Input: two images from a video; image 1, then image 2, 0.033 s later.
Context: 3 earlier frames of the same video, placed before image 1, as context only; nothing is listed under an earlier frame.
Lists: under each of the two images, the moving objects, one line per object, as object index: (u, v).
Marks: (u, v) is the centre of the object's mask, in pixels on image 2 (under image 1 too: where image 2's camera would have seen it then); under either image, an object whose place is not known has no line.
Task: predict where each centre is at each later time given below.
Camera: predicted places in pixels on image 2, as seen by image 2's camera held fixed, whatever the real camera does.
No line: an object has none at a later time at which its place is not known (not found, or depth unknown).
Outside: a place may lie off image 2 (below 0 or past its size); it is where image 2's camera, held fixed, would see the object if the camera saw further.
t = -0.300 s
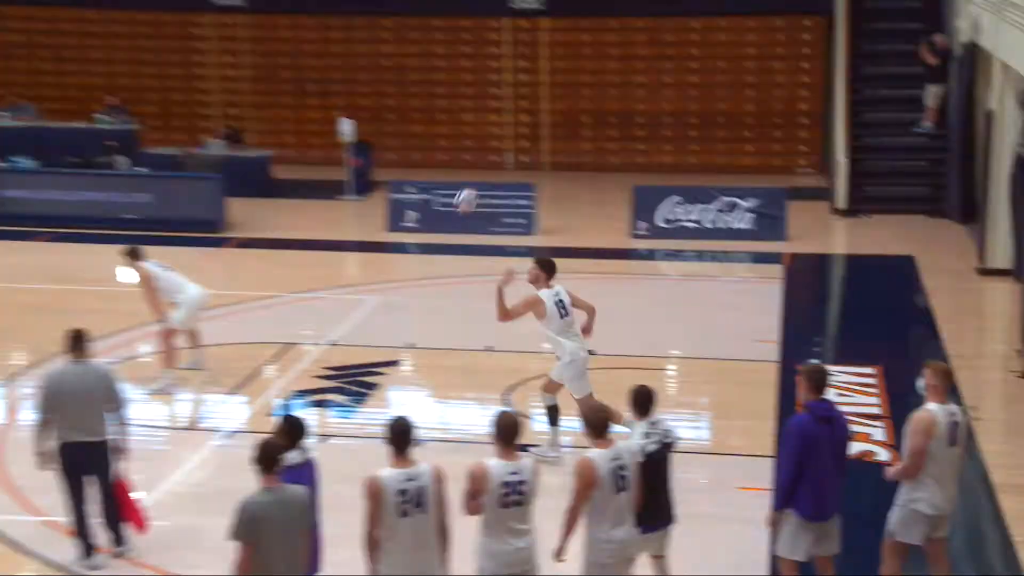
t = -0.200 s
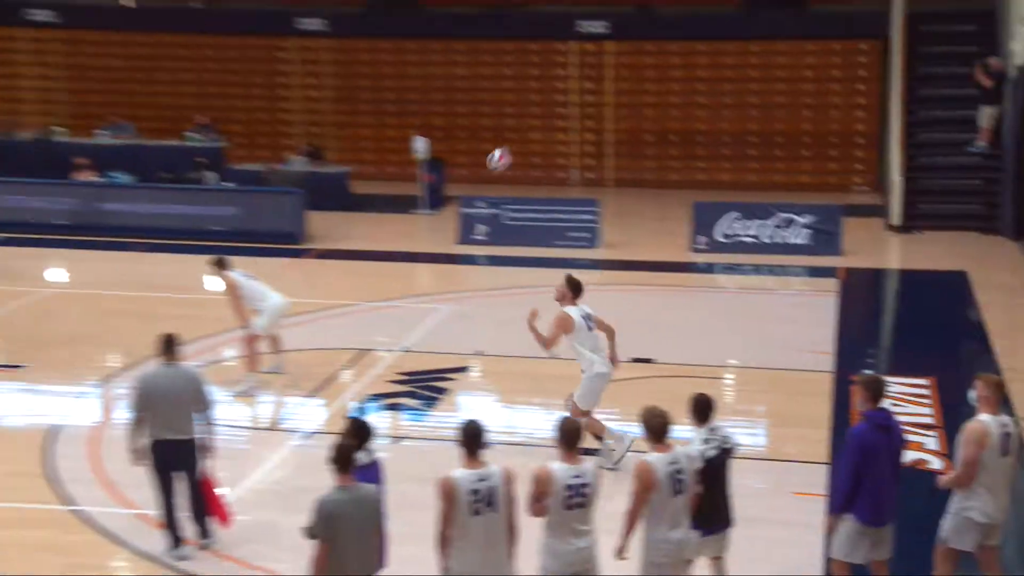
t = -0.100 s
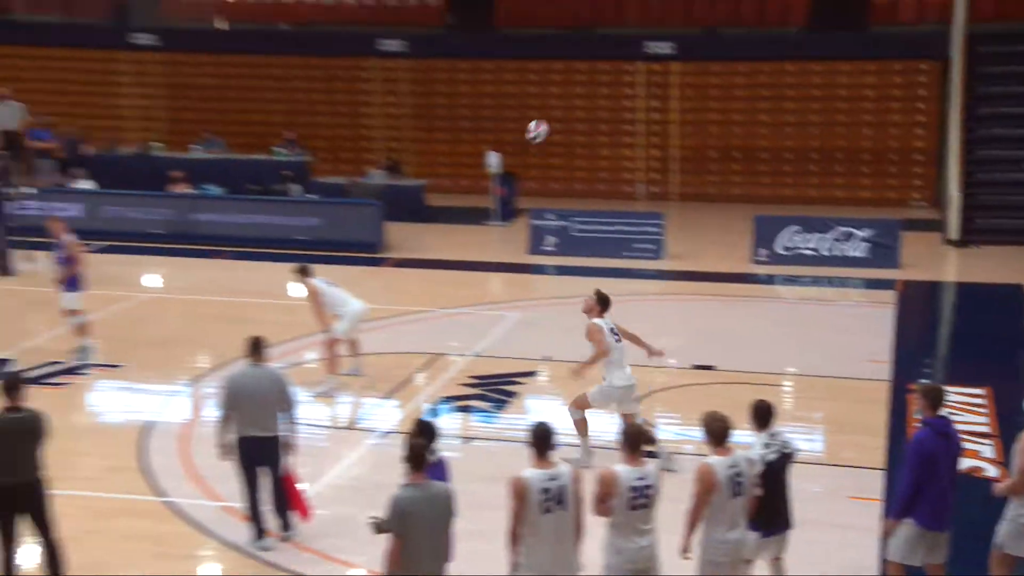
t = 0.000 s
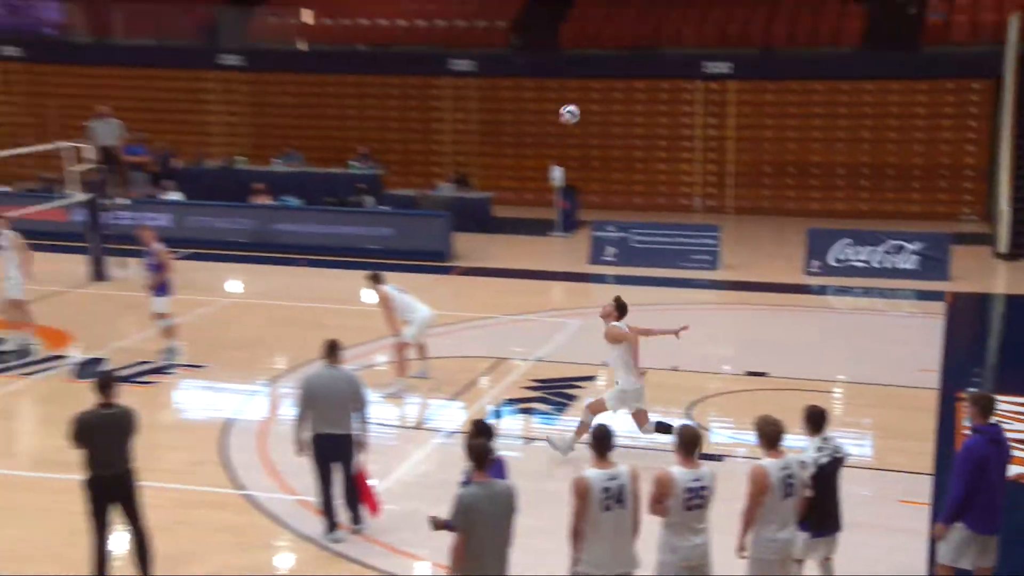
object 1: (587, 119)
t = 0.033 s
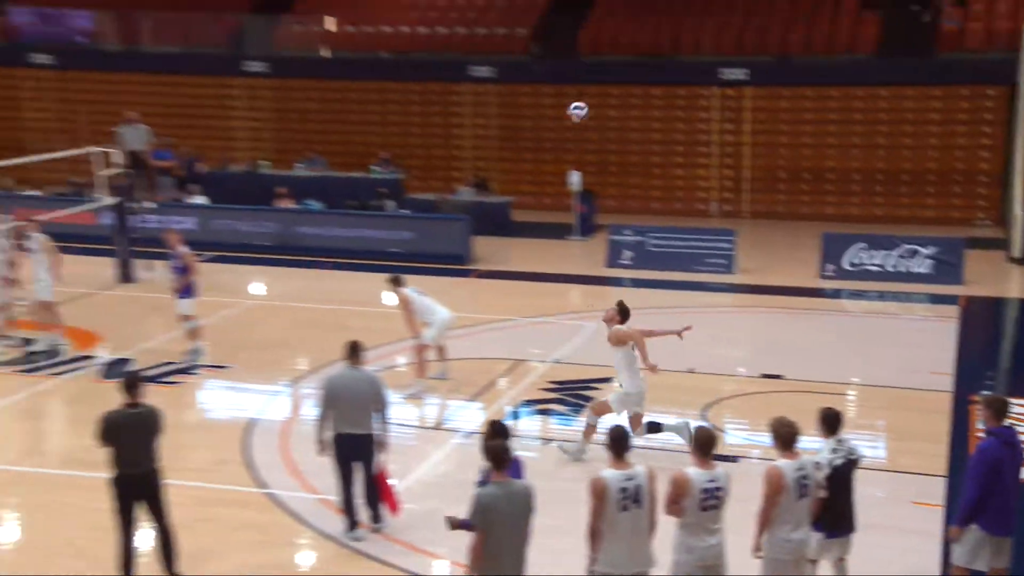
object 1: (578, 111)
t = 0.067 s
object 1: (569, 105)
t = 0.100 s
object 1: (559, 100)
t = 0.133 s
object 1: (550, 96)
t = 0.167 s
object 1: (540, 93)
